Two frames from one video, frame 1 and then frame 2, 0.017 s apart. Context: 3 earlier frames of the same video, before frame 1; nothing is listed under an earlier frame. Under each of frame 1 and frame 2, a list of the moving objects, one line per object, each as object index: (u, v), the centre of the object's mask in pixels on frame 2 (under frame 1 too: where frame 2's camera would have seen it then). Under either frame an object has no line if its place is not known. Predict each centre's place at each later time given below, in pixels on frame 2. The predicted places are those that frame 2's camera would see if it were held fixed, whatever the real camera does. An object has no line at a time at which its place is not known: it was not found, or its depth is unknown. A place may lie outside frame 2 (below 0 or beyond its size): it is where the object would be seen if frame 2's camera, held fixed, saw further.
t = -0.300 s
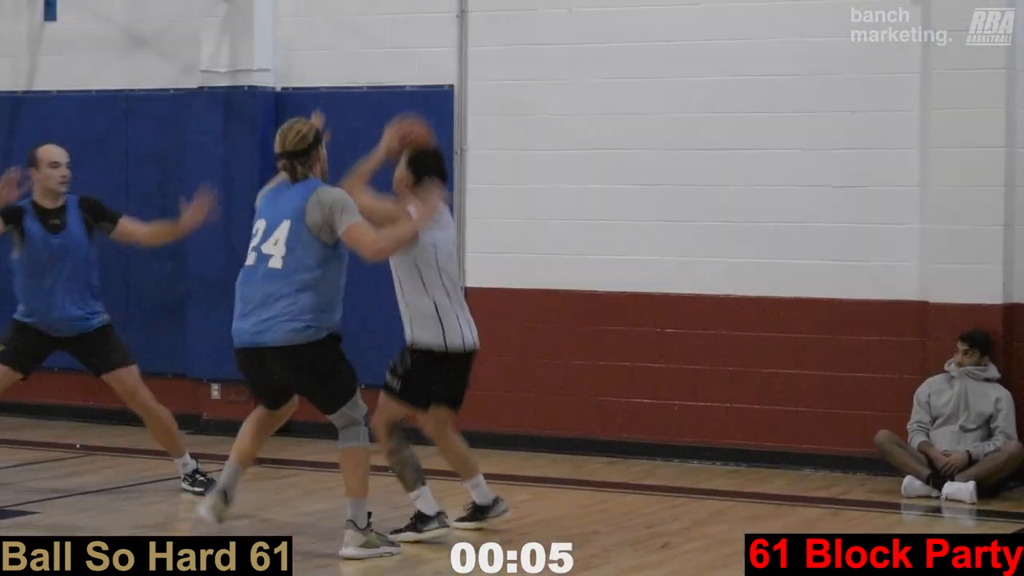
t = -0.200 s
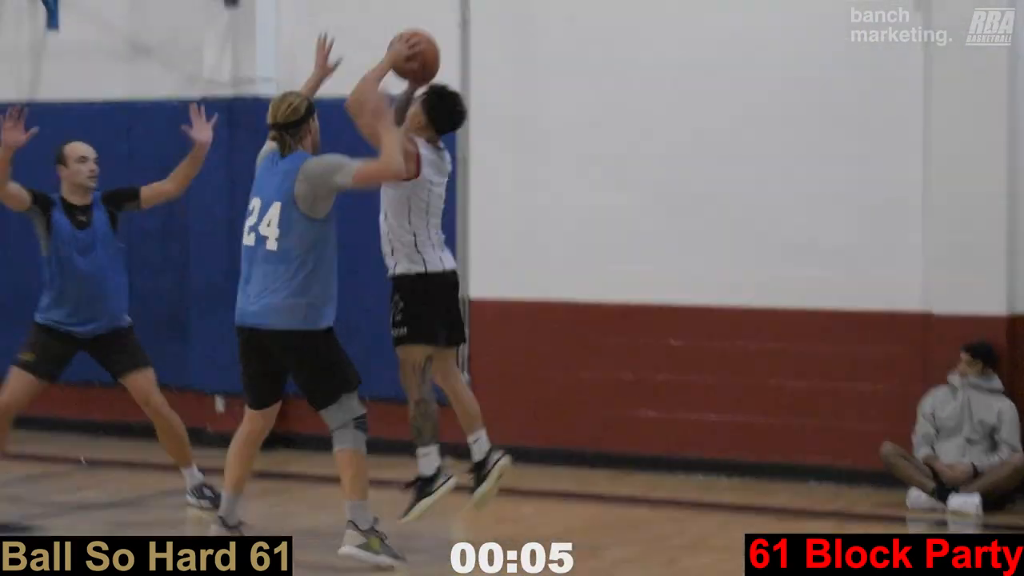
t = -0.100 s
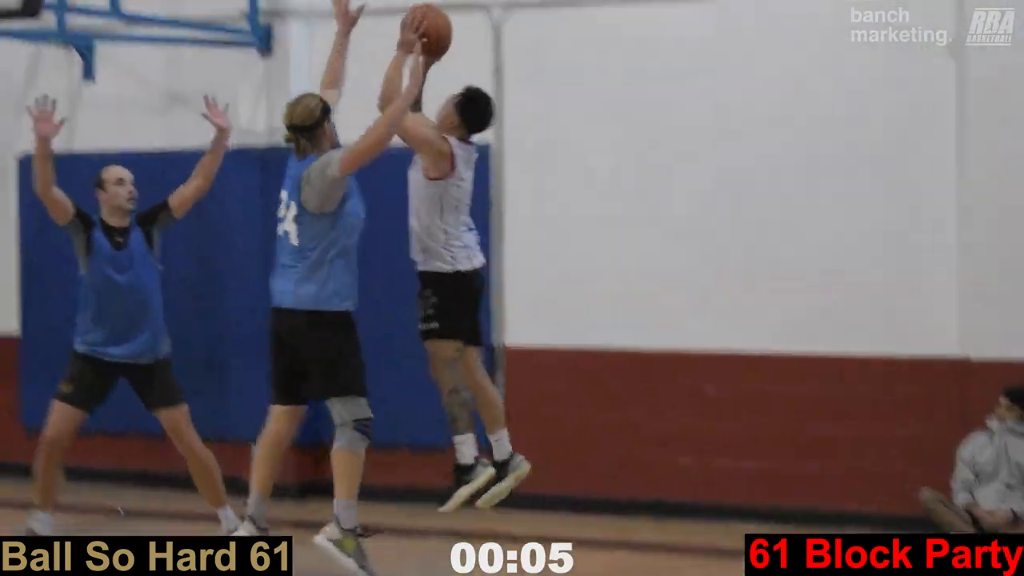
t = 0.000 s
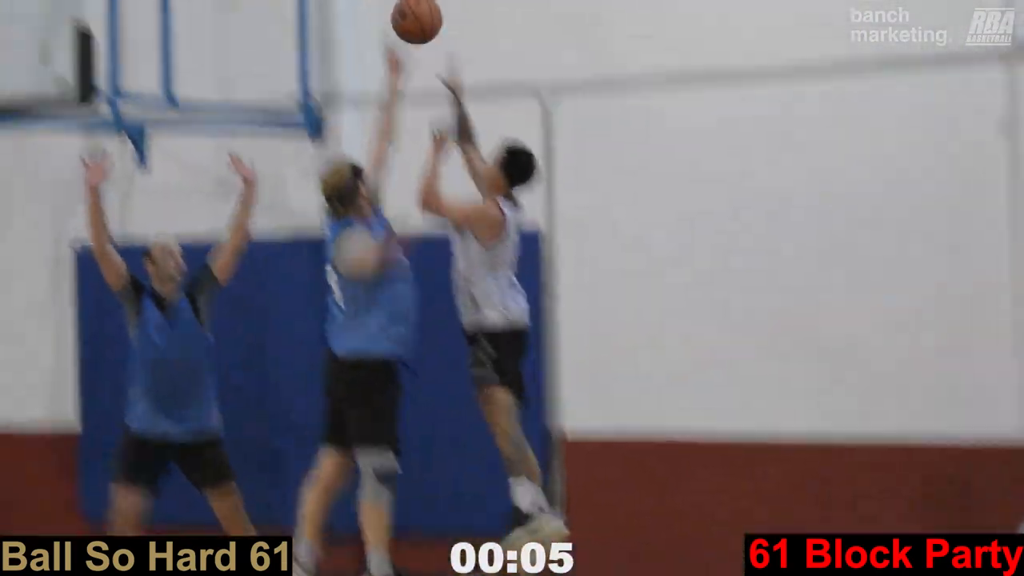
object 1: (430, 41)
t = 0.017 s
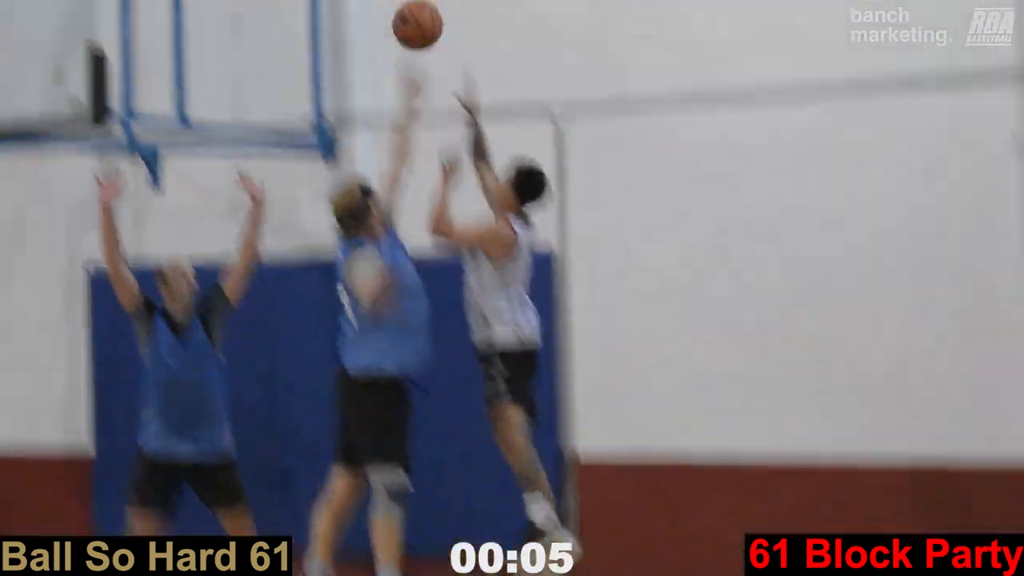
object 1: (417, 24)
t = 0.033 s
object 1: (406, 9)
